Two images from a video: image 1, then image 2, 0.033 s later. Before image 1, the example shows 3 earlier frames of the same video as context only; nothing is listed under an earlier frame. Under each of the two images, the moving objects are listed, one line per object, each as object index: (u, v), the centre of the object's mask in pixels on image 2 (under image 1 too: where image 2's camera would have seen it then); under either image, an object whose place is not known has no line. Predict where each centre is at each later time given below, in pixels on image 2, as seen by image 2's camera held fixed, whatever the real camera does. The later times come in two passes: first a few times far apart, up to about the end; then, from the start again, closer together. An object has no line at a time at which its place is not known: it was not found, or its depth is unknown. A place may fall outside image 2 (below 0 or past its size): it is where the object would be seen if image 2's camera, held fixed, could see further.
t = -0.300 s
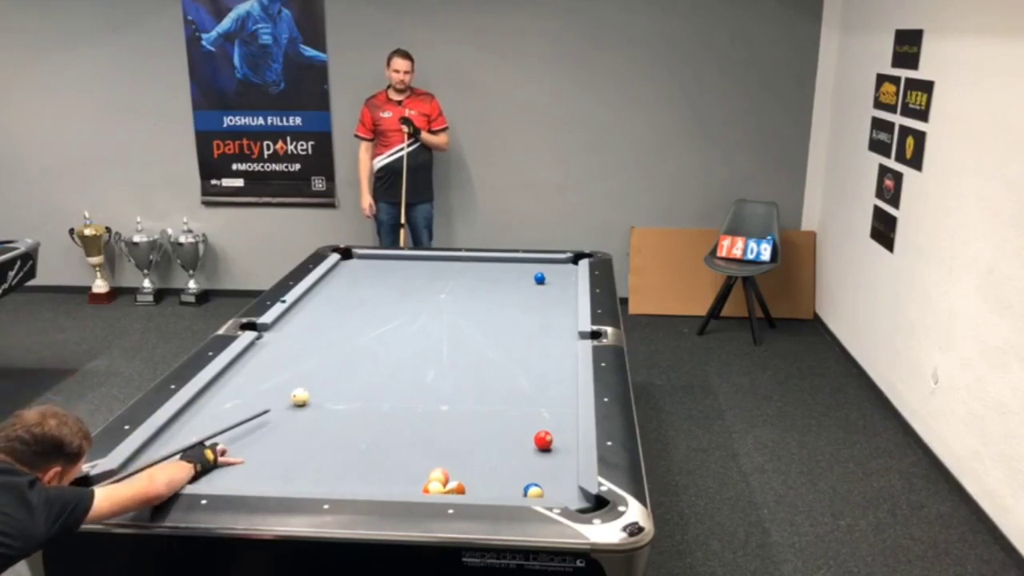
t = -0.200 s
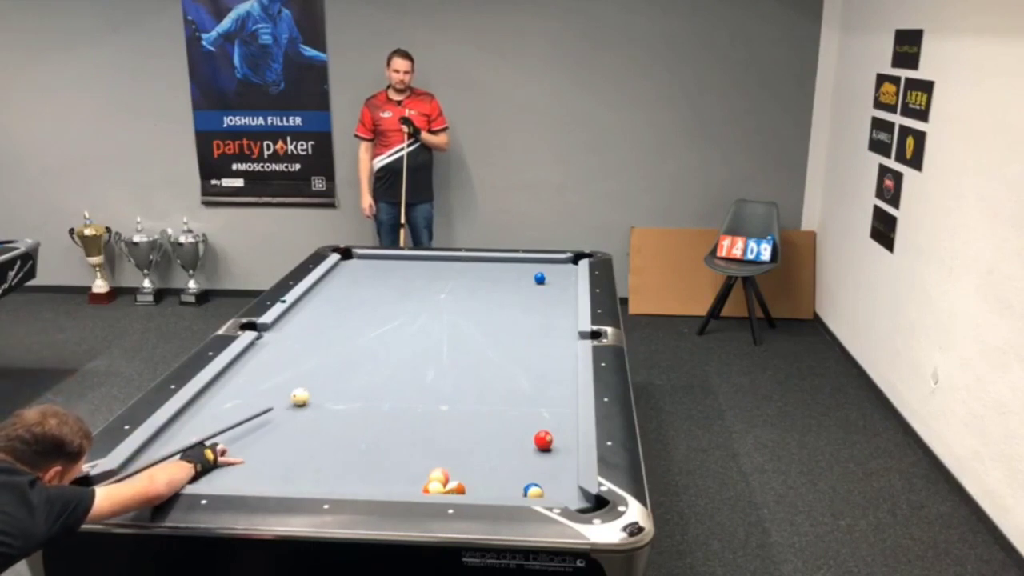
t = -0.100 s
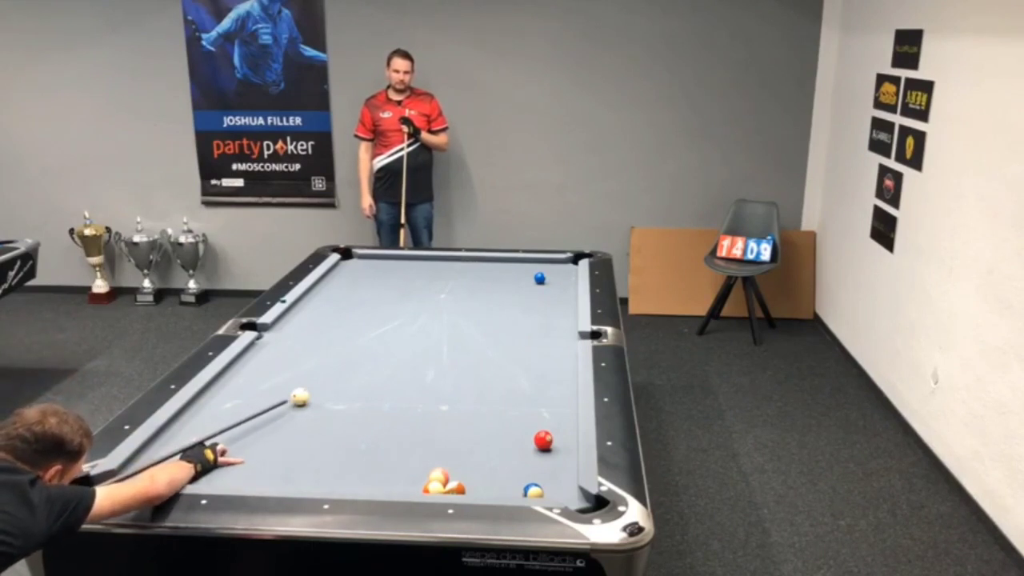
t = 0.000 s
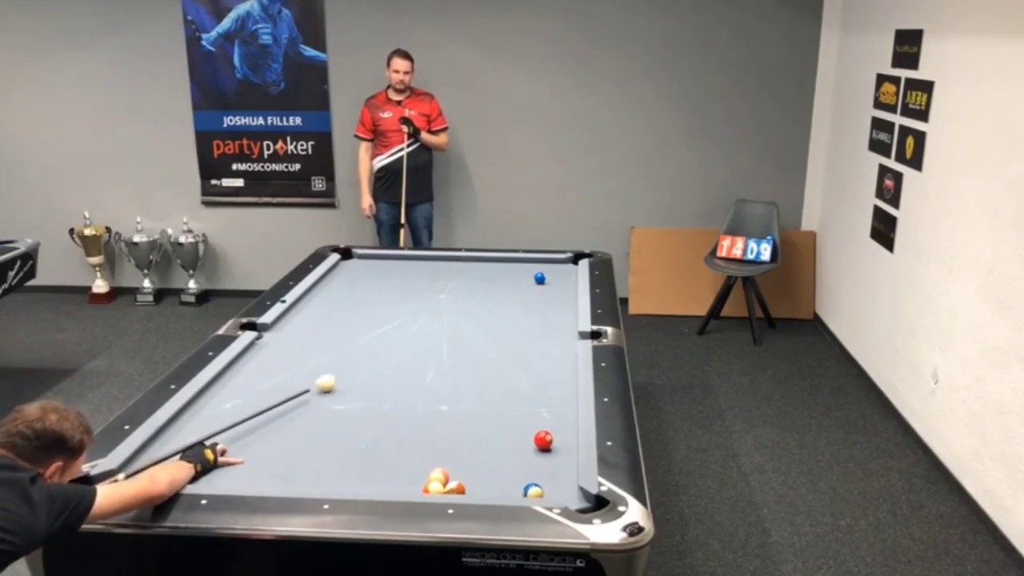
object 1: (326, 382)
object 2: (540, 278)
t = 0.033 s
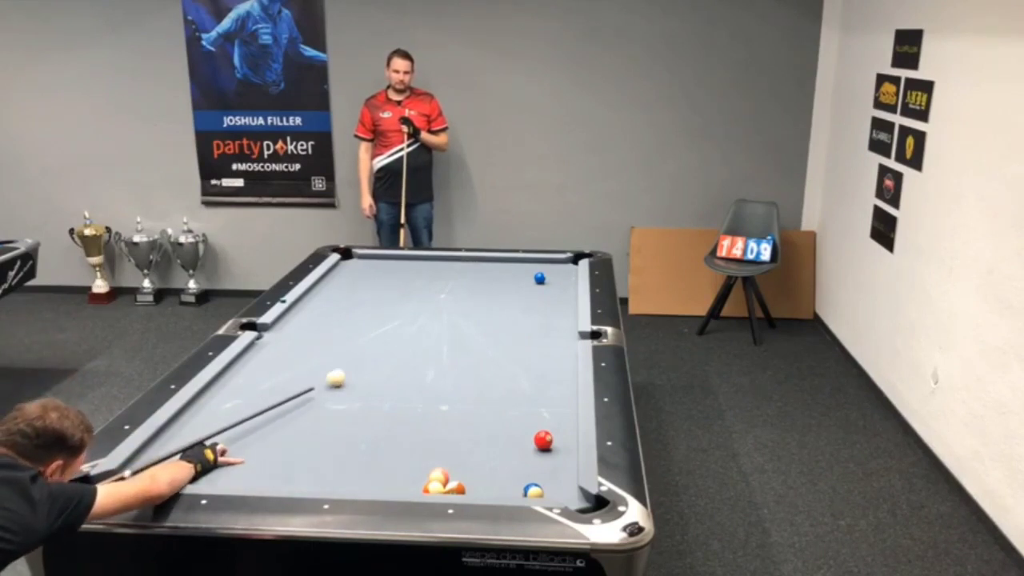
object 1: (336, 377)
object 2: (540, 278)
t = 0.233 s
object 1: (385, 352)
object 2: (540, 278)
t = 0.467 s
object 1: (433, 327)
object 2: (539, 278)
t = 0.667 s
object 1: (469, 309)
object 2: (539, 278)
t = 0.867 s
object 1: (500, 293)
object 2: (540, 278)
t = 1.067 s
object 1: (526, 279)
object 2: (539, 278)
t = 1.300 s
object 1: (526, 267)
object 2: (567, 276)
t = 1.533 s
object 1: (523, 261)
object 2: (561, 274)
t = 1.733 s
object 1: (518, 267)
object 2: (549, 272)
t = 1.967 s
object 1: (512, 274)
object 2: (535, 270)
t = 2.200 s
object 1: (505, 280)
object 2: (523, 269)
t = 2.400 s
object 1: (500, 286)
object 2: (513, 267)
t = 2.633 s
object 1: (494, 292)
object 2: (502, 266)
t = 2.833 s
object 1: (488, 299)
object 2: (493, 265)
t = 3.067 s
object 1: (481, 306)
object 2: (484, 262)
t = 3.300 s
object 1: (475, 313)
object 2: (475, 262)
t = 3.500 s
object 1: (469, 319)
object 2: (469, 261)
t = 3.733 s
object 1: (463, 327)
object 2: (461, 260)
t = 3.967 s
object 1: (456, 334)
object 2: (454, 259)
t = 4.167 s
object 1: (450, 341)
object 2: (451, 259)
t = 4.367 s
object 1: (445, 347)
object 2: (447, 259)
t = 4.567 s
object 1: (439, 353)
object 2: (443, 259)
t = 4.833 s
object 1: (431, 362)
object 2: (439, 259)
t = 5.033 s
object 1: (425, 368)
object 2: (437, 259)
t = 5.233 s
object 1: (420, 374)
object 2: (435, 260)
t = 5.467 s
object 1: (413, 381)
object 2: (434, 260)
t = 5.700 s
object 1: (407, 388)
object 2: (433, 260)
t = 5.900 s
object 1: (401, 394)
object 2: (433, 260)
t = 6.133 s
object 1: (395, 401)
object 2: (433, 260)
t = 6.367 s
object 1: (389, 407)
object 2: (433, 260)
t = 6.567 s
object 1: (385, 413)
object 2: (432, 260)
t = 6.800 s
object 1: (379, 419)
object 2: (433, 260)
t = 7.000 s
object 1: (375, 423)
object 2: (433, 260)
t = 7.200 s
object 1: (371, 428)
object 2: (433, 260)
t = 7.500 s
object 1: (366, 433)
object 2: (433, 260)
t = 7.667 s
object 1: (364, 437)
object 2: (433, 260)
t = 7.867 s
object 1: (361, 440)
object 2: (433, 260)
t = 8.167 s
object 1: (358, 444)
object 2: (433, 260)
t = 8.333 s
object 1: (356, 446)
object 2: (433, 260)
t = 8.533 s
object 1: (354, 448)
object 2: (433, 260)
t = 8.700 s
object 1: (353, 449)
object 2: (433, 260)
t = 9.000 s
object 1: (352, 450)
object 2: (433, 260)
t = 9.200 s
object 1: (351, 450)
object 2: (433, 260)
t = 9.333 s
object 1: (351, 450)
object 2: (433, 260)
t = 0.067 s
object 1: (345, 373)
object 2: (540, 278)
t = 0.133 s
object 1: (362, 364)
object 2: (540, 278)
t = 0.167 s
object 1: (370, 360)
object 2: (540, 278)
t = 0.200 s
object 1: (377, 356)
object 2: (540, 278)
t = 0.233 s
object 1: (385, 352)
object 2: (540, 278)
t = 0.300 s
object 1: (400, 344)
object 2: (540, 278)
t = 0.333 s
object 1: (407, 341)
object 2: (540, 278)
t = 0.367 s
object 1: (414, 337)
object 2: (540, 278)
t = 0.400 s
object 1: (420, 334)
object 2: (539, 278)
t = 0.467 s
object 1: (433, 327)
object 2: (539, 278)
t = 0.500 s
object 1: (440, 324)
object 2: (539, 278)
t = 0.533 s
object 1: (446, 321)
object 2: (539, 278)
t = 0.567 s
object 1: (452, 318)
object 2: (539, 278)
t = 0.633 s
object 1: (463, 312)
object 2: (539, 278)
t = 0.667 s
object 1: (469, 309)
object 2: (539, 278)
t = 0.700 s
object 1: (474, 306)
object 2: (540, 278)
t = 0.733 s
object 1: (480, 304)
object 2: (539, 278)
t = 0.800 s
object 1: (490, 299)
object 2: (539, 278)
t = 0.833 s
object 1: (495, 296)
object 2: (539, 278)
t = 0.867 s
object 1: (500, 293)
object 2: (540, 278)
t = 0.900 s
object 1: (504, 291)
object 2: (539, 278)
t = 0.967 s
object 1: (514, 286)
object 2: (540, 278)
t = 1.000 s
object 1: (518, 284)
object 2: (539, 278)
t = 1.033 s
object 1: (522, 282)
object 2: (540, 278)
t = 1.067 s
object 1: (526, 279)
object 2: (539, 278)
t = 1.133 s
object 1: (527, 276)
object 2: (548, 278)
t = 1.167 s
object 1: (526, 274)
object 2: (552, 277)
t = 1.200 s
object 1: (526, 272)
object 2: (556, 277)
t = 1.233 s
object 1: (526, 271)
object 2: (560, 276)
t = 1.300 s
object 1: (526, 267)
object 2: (567, 276)
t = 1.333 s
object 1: (526, 265)
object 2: (570, 276)
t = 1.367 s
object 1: (526, 264)
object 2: (572, 275)
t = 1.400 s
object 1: (525, 262)
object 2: (570, 275)
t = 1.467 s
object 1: (525, 260)
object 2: (565, 275)
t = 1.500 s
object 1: (524, 261)
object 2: (563, 274)
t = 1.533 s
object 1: (523, 261)
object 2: (561, 274)
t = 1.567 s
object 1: (523, 262)
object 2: (559, 274)
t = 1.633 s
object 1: (521, 264)
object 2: (555, 273)
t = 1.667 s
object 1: (520, 265)
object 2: (553, 273)
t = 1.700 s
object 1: (519, 266)
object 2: (551, 272)
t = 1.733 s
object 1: (518, 267)
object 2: (549, 272)
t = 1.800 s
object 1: (516, 269)
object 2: (545, 272)
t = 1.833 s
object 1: (516, 270)
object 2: (543, 272)
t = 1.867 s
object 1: (515, 271)
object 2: (541, 271)
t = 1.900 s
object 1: (514, 272)
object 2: (539, 271)
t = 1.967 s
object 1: (512, 274)
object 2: (535, 270)
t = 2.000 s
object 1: (511, 274)
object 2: (533, 270)
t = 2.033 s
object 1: (510, 275)
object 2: (532, 270)
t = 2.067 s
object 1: (509, 276)
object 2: (530, 270)
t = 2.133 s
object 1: (507, 278)
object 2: (527, 269)
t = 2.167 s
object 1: (506, 279)
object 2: (525, 269)
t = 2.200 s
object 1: (505, 280)
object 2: (523, 269)
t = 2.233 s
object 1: (505, 281)
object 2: (521, 269)
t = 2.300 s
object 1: (503, 283)
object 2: (518, 268)
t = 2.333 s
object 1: (502, 284)
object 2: (516, 268)
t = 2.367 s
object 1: (501, 285)
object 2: (515, 267)
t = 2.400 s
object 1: (500, 286)
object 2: (513, 267)
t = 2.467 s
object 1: (498, 288)
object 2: (510, 267)
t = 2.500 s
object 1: (497, 289)
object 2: (508, 267)
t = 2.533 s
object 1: (496, 290)
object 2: (506, 266)
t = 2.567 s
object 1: (495, 291)
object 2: (505, 266)
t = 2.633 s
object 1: (494, 292)
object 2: (502, 266)
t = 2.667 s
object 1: (492, 294)
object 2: (501, 265)
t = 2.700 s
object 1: (491, 295)
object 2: (499, 265)
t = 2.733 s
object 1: (491, 296)
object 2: (498, 265)
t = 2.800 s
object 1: (489, 298)
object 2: (495, 265)
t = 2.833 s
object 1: (488, 299)
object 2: (493, 265)
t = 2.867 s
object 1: (487, 300)
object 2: (492, 264)
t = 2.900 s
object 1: (486, 301)
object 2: (491, 264)
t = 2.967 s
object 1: (484, 303)
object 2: (488, 263)
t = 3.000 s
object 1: (483, 303)
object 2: (487, 263)
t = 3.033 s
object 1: (482, 305)
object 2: (485, 263)
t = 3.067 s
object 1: (481, 306)
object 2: (484, 262)
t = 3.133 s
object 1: (479, 308)
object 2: (481, 262)
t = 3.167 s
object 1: (478, 309)
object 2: (480, 262)
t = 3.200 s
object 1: (477, 310)
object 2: (479, 262)
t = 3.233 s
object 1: (477, 311)
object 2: (478, 262)
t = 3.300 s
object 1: (475, 313)
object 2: (475, 262)
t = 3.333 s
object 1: (474, 314)
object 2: (474, 262)
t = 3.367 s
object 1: (473, 315)
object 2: (473, 261)
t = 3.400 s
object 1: (472, 316)
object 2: (472, 261)
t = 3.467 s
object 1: (470, 318)
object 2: (470, 261)
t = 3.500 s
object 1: (469, 319)
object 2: (469, 261)
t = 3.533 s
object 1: (468, 320)
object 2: (467, 261)
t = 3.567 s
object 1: (467, 321)
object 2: (466, 261)
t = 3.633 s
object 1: (465, 323)
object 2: (464, 260)
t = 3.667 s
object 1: (464, 325)
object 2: (463, 260)
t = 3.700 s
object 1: (464, 326)
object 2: (462, 260)
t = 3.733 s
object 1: (463, 327)
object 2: (461, 260)
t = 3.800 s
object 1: (461, 329)
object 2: (459, 259)
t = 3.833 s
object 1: (460, 330)
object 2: (458, 260)
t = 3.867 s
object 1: (459, 331)
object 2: (457, 259)
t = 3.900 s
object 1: (458, 332)
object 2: (456, 259)
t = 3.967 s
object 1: (456, 334)
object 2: (454, 259)
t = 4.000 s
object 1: (456, 335)
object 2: (454, 259)
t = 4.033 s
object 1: (455, 336)
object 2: (453, 259)
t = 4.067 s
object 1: (453, 337)
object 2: (452, 259)
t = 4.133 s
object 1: (451, 340)
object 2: (451, 259)
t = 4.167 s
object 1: (450, 341)
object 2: (451, 259)
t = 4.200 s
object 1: (449, 342)
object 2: (450, 259)
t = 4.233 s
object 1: (448, 343)
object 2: (449, 259)
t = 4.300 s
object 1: (447, 345)
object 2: (448, 259)
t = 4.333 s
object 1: (446, 346)
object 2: (447, 259)
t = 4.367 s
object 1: (445, 347)
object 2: (447, 259)
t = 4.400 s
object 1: (444, 348)
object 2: (446, 259)
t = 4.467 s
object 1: (442, 350)
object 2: (445, 259)
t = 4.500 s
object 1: (441, 351)
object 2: (444, 259)
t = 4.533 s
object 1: (440, 352)
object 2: (444, 259)
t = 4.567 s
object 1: (439, 353)
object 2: (443, 259)
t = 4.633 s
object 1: (437, 355)
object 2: (442, 259)
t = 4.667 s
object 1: (436, 356)
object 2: (441, 259)
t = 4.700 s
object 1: (435, 358)
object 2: (441, 259)
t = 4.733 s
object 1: (434, 358)
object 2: (440, 259)
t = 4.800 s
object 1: (432, 361)
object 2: (439, 259)
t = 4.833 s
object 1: (431, 362)
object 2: (439, 259)
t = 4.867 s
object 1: (430, 363)
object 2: (438, 259)
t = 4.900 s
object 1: (429, 364)
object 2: (438, 259)
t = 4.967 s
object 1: (427, 366)
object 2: (437, 259)
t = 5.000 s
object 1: (427, 367)
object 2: (437, 259)
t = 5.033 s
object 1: (425, 368)
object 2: (437, 259)
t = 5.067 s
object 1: (424, 369)
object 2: (436, 260)
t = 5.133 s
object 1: (422, 371)
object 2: (436, 260)
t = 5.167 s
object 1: (421, 372)
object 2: (435, 260)
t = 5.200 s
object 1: (420, 373)
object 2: (435, 260)
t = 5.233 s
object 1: (420, 374)
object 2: (435, 260)
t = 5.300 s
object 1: (418, 376)
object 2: (435, 260)
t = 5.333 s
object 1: (416, 377)
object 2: (434, 260)
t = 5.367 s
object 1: (415, 378)
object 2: (434, 260)
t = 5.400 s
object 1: (415, 379)
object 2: (434, 260)
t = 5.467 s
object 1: (413, 381)
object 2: (434, 260)
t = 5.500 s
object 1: (412, 382)
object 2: (434, 260)
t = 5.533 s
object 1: (411, 383)
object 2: (433, 260)
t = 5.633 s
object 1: (408, 386)
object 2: (433, 260)
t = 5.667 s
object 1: (407, 387)
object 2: (433, 260)
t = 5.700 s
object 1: (407, 388)
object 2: (433, 260)
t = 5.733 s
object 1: (406, 389)
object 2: (433, 260)
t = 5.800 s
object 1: (404, 391)
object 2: (433, 260)
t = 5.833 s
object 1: (403, 392)
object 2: (433, 260)
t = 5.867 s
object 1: (402, 393)
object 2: (433, 260)
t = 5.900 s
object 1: (401, 394)
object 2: (433, 260)
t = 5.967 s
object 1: (399, 396)
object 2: (433, 260)
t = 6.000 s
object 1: (399, 397)
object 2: (433, 260)
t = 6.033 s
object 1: (398, 398)
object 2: (433, 260)
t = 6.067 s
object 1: (397, 399)
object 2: (433, 260)
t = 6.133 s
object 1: (395, 401)
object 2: (433, 260)
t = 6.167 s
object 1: (395, 402)
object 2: (433, 260)
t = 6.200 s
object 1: (394, 403)
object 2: (433, 260)
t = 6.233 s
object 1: (393, 404)
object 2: (433, 260)
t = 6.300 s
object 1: (391, 406)
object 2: (433, 260)
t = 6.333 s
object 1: (390, 406)
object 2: (433, 260)
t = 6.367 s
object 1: (389, 407)
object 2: (433, 260)
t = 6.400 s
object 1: (389, 408)
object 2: (433, 260)
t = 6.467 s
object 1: (387, 410)
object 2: (433, 260)
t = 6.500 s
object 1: (386, 411)
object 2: (433, 260)
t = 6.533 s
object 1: (386, 412)
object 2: (433, 260)
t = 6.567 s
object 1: (385, 413)
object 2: (432, 260)
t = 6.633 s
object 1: (383, 415)
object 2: (433, 260)
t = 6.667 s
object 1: (382, 415)
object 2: (433, 260)
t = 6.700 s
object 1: (381, 416)
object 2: (433, 260)
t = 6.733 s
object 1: (380, 418)
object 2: (433, 260)
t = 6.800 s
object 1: (379, 419)
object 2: (433, 260)
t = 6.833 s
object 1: (379, 420)
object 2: (433, 260)
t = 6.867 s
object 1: (378, 420)
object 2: (433, 260)
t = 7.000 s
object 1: (375, 423)
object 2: (433, 260)
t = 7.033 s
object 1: (375, 424)
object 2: (433, 260)
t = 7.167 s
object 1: (372, 427)
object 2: (433, 260)
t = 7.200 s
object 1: (371, 428)
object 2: (433, 260)
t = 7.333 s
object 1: (369, 430)
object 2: (433, 260)
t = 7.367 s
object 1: (368, 431)
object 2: (433, 260)
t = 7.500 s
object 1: (366, 433)
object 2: (433, 260)
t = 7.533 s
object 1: (366, 434)
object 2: (433, 260)
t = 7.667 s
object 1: (364, 437)
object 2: (433, 260)
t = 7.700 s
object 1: (364, 437)
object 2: (433, 260)
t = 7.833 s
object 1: (362, 440)
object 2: (433, 260)
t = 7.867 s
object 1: (361, 440)
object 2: (433, 260)
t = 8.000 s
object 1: (359, 442)
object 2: (433, 260)
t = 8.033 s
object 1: (360, 442)
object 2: (433, 260)
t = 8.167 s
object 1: (358, 444)
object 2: (433, 260)
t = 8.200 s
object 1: (358, 445)
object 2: (433, 260)
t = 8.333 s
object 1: (356, 446)
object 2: (433, 260)
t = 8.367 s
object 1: (356, 446)
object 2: (433, 260)
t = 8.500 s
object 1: (355, 447)
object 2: (433, 260)
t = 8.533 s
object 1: (354, 448)
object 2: (433, 260)
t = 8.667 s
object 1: (354, 449)
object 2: (433, 260)
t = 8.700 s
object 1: (353, 449)
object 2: (433, 260)
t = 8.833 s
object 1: (352, 450)
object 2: (433, 260)
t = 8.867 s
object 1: (352, 450)
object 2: (433, 260)
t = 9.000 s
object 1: (352, 450)
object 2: (433, 260)
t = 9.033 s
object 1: (352, 450)
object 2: (433, 260)
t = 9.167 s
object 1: (351, 451)
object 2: (433, 260)
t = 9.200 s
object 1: (351, 450)
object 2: (433, 260)
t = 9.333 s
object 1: (351, 450)
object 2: (433, 260)
